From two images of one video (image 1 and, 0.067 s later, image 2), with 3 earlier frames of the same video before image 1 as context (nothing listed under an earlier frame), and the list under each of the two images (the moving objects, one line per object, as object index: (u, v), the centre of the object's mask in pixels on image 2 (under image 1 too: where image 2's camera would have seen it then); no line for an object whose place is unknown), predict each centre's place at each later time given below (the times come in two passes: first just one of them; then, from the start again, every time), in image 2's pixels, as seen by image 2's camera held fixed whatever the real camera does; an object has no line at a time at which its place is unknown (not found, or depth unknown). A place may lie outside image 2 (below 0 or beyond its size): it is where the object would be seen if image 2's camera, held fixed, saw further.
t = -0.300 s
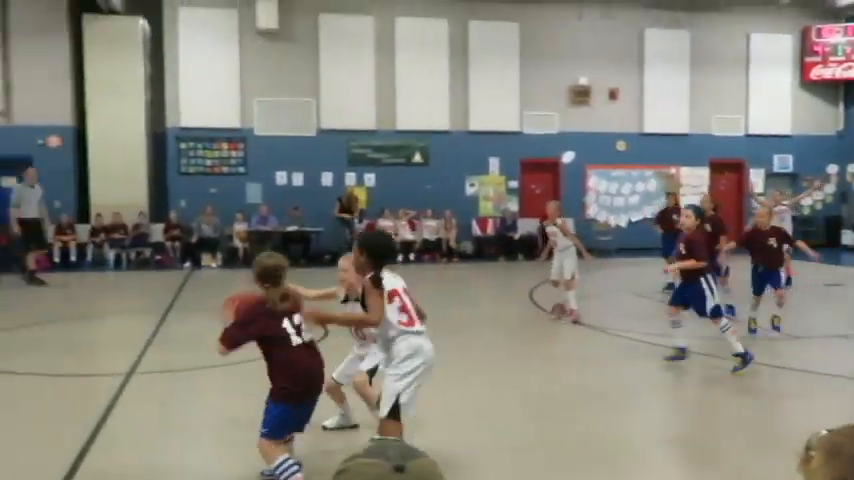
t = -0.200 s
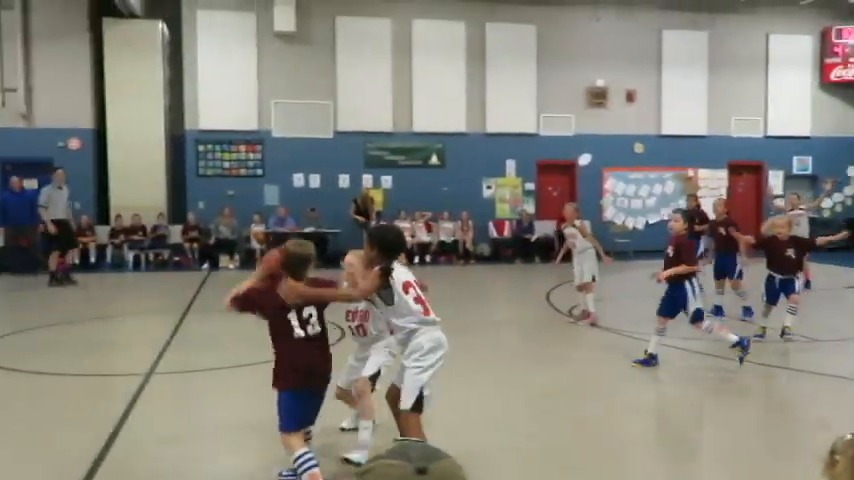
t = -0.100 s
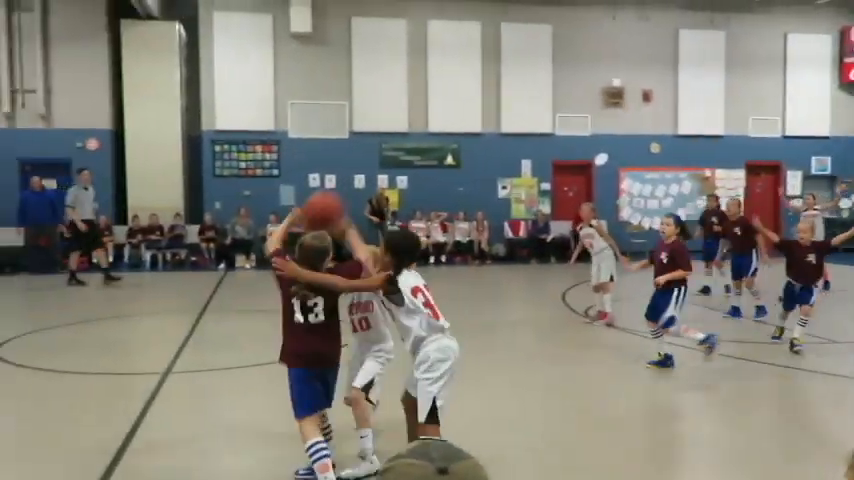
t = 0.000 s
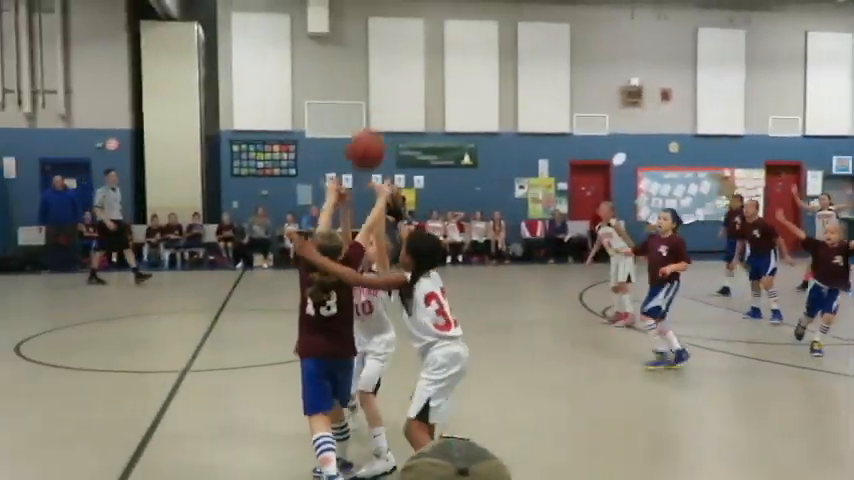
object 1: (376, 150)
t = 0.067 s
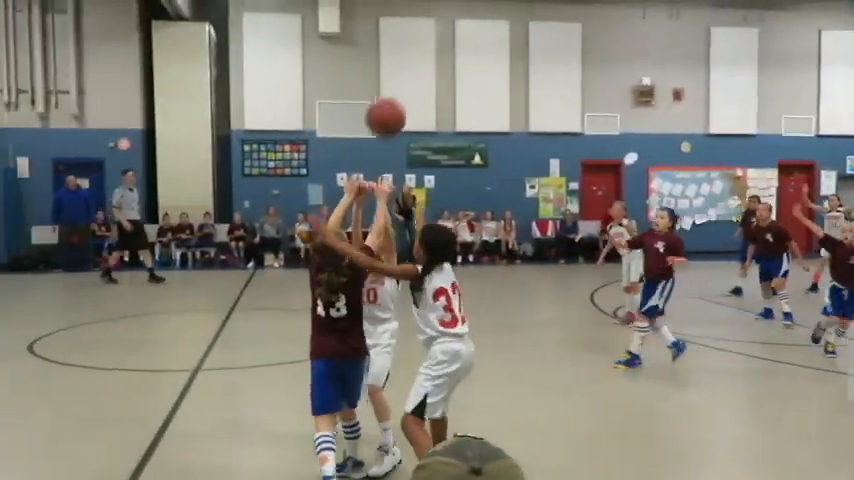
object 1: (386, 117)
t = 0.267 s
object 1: (415, 66)
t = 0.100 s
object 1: (391, 103)
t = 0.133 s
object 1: (396, 92)
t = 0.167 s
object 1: (400, 83)
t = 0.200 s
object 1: (406, 76)
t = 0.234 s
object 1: (410, 70)
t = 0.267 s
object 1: (415, 66)
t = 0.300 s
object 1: (420, 65)
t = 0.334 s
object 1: (425, 67)
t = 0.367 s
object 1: (429, 70)
